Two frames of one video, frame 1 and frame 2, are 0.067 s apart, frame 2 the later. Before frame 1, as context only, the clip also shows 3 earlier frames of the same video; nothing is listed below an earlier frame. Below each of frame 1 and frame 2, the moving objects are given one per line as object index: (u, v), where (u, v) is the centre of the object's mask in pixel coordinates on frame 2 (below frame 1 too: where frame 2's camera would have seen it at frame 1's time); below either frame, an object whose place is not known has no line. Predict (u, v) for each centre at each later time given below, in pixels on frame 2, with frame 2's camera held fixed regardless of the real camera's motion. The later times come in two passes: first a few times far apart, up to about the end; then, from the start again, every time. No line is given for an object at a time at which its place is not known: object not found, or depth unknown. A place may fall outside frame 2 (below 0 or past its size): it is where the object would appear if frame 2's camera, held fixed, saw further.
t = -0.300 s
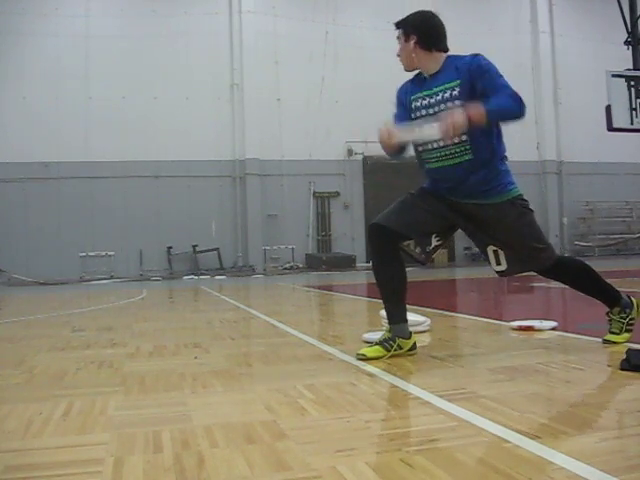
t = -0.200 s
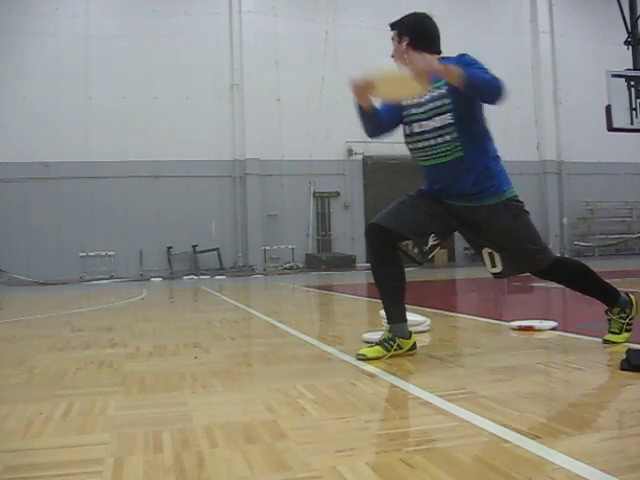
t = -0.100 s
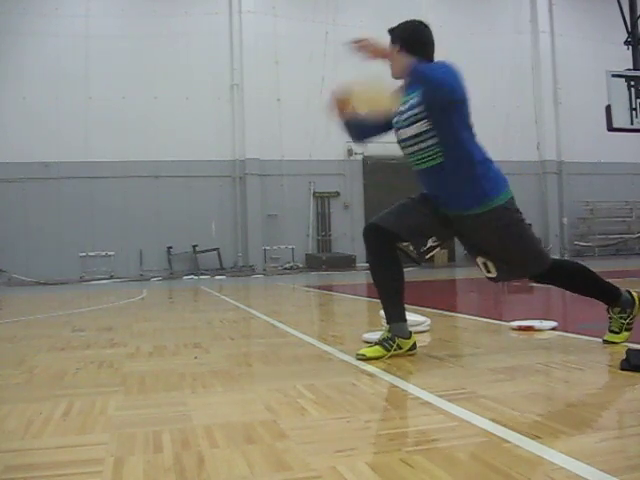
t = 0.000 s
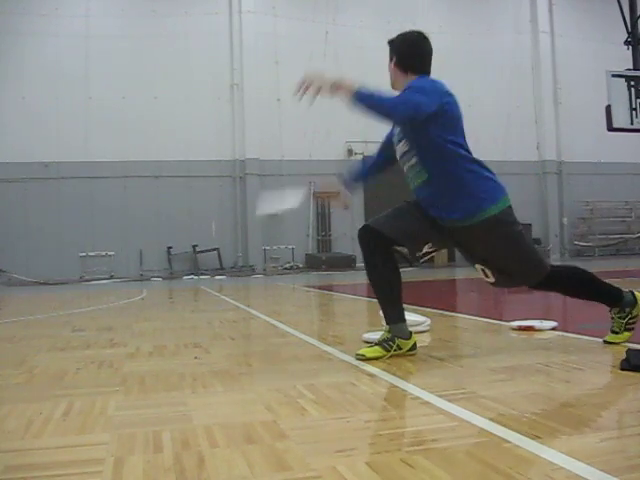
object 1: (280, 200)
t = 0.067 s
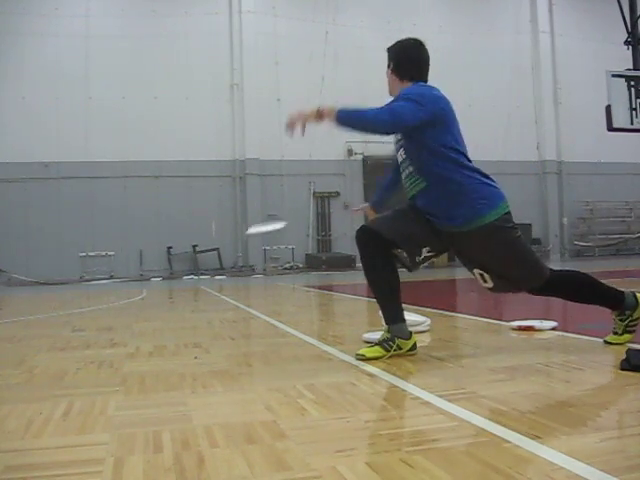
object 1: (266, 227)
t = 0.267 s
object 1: (238, 234)
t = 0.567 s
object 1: (221, 234)
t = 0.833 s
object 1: (213, 238)
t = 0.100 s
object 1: (258, 232)
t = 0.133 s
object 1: (253, 234)
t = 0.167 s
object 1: (249, 235)
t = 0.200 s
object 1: (245, 235)
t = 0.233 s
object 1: (241, 234)
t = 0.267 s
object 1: (238, 234)
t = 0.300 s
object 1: (236, 234)
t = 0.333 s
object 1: (233, 233)
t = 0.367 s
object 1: (231, 234)
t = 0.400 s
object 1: (229, 233)
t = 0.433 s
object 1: (227, 233)
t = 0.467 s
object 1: (225, 233)
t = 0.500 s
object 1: (224, 234)
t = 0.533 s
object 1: (223, 234)
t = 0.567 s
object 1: (221, 234)
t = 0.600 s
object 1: (220, 234)
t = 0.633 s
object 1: (219, 234)
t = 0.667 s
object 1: (217, 235)
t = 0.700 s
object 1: (216, 235)
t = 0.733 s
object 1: (215, 236)
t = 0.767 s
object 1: (214, 237)
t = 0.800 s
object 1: (214, 237)
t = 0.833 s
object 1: (213, 238)
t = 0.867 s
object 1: (212, 239)
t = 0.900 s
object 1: (211, 239)
